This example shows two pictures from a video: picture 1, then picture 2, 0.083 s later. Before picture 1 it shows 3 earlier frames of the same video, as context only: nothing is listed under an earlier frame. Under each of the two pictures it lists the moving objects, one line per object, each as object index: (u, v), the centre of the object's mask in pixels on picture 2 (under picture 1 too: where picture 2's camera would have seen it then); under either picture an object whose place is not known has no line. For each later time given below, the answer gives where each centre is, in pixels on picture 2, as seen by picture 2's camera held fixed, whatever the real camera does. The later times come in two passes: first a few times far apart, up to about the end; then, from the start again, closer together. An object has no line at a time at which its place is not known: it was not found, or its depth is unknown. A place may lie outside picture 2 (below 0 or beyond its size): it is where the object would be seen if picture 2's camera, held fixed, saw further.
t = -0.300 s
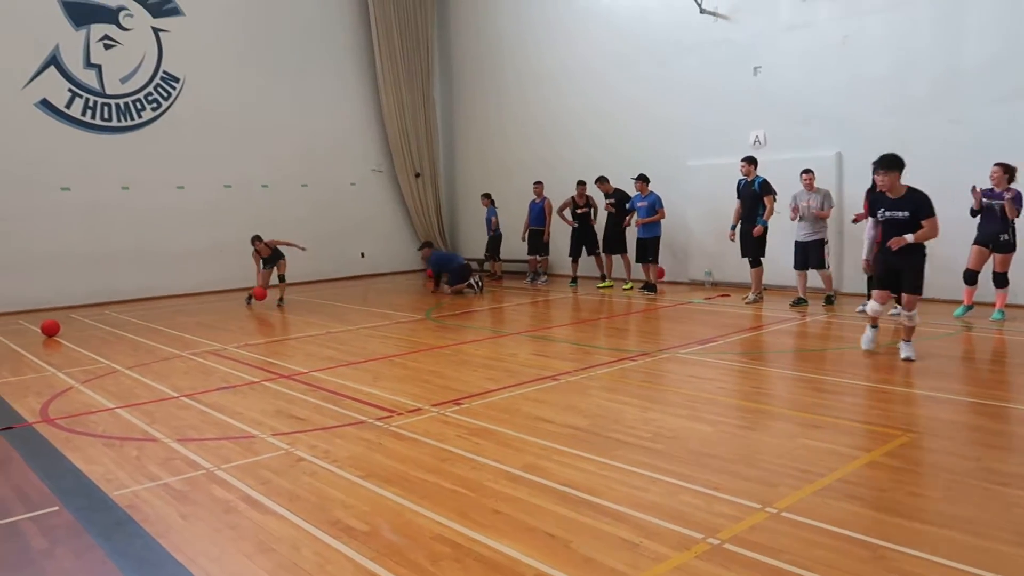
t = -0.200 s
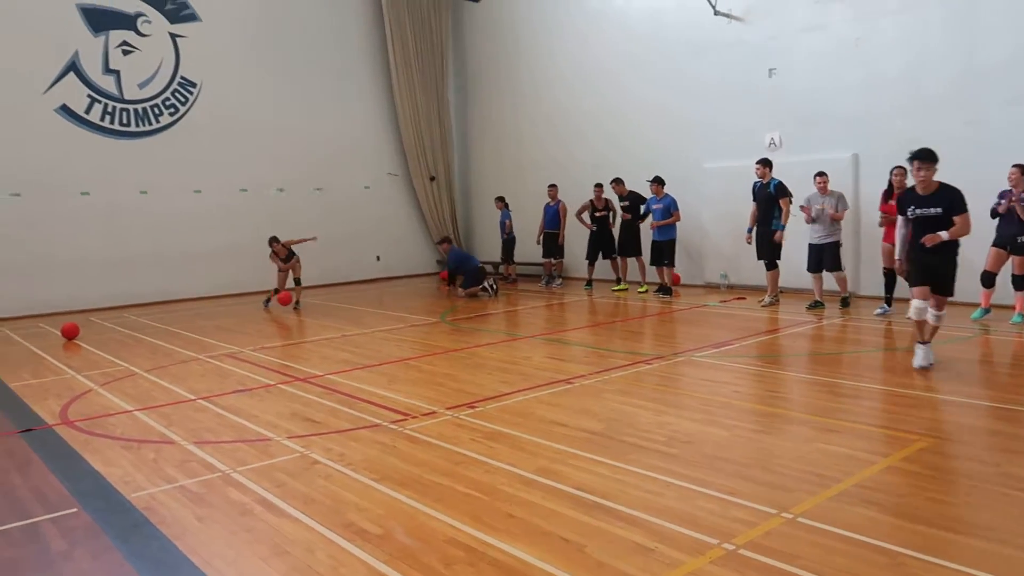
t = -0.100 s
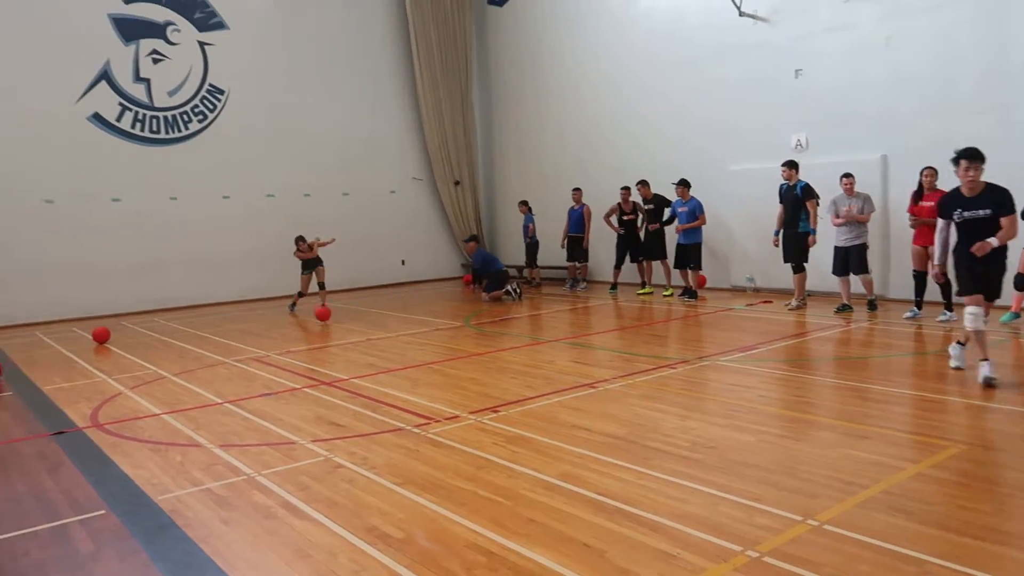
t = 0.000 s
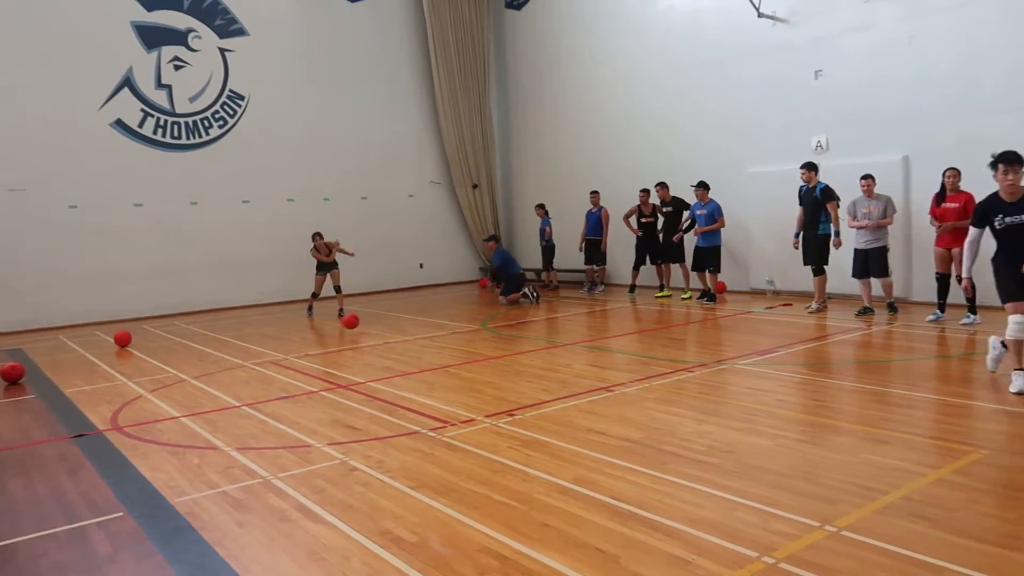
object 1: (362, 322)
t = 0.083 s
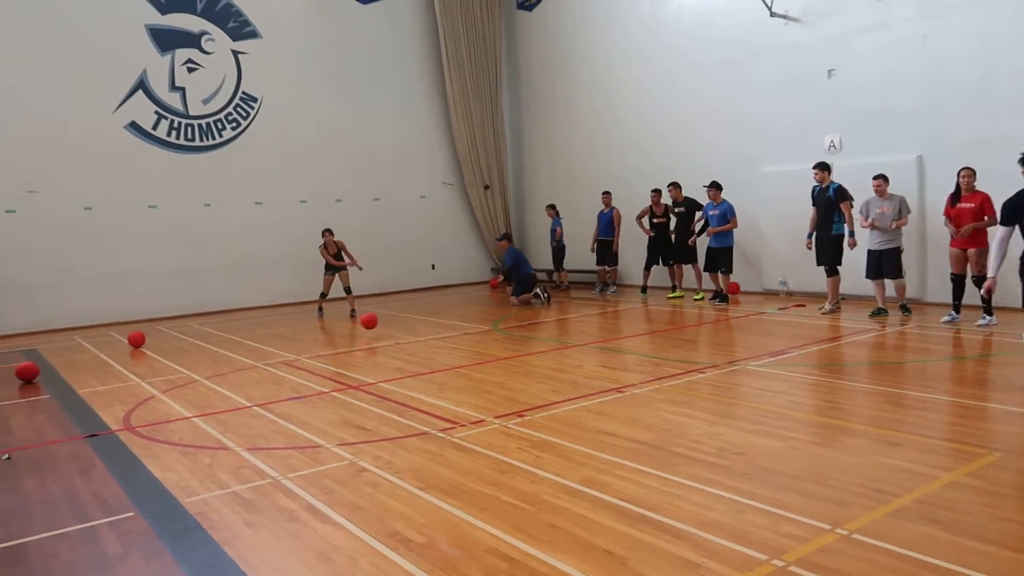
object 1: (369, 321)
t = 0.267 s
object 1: (386, 339)
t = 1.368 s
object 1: (560, 435)
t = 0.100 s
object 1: (370, 321)
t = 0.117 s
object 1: (372, 322)
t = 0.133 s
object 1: (373, 323)
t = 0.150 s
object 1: (375, 324)
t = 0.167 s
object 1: (376, 326)
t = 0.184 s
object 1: (378, 328)
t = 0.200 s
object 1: (380, 330)
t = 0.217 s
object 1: (381, 332)
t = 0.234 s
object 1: (383, 335)
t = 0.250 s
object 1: (385, 338)
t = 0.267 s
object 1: (386, 339)
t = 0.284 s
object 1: (388, 339)
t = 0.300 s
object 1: (389, 338)
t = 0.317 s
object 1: (390, 338)
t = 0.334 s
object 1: (392, 338)
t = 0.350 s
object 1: (394, 338)
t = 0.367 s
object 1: (395, 338)
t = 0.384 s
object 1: (397, 339)
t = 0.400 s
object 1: (399, 340)
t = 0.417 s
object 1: (401, 342)
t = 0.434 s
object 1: (402, 343)
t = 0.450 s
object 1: (404, 345)
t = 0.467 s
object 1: (406, 347)
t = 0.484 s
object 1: (408, 351)
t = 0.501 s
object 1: (410, 353)
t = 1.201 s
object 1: (519, 412)
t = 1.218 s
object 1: (523, 415)
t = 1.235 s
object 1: (527, 418)
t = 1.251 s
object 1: (530, 420)
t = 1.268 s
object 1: (534, 421)
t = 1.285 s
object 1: (538, 423)
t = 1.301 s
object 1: (542, 425)
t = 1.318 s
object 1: (546, 427)
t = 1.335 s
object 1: (551, 431)
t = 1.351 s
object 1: (555, 433)
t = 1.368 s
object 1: (560, 435)
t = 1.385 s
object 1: (564, 436)
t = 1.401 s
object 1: (569, 439)
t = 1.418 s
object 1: (573, 442)
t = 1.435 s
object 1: (578, 445)
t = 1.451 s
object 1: (583, 448)
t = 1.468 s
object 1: (588, 451)
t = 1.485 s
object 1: (594, 453)
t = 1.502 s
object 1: (599, 456)
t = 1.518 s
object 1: (604, 459)
